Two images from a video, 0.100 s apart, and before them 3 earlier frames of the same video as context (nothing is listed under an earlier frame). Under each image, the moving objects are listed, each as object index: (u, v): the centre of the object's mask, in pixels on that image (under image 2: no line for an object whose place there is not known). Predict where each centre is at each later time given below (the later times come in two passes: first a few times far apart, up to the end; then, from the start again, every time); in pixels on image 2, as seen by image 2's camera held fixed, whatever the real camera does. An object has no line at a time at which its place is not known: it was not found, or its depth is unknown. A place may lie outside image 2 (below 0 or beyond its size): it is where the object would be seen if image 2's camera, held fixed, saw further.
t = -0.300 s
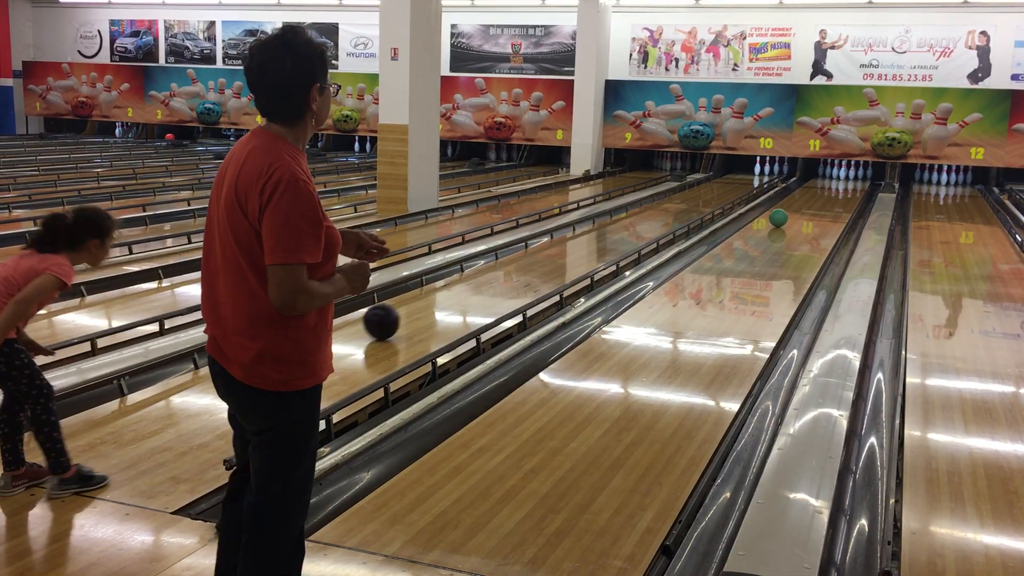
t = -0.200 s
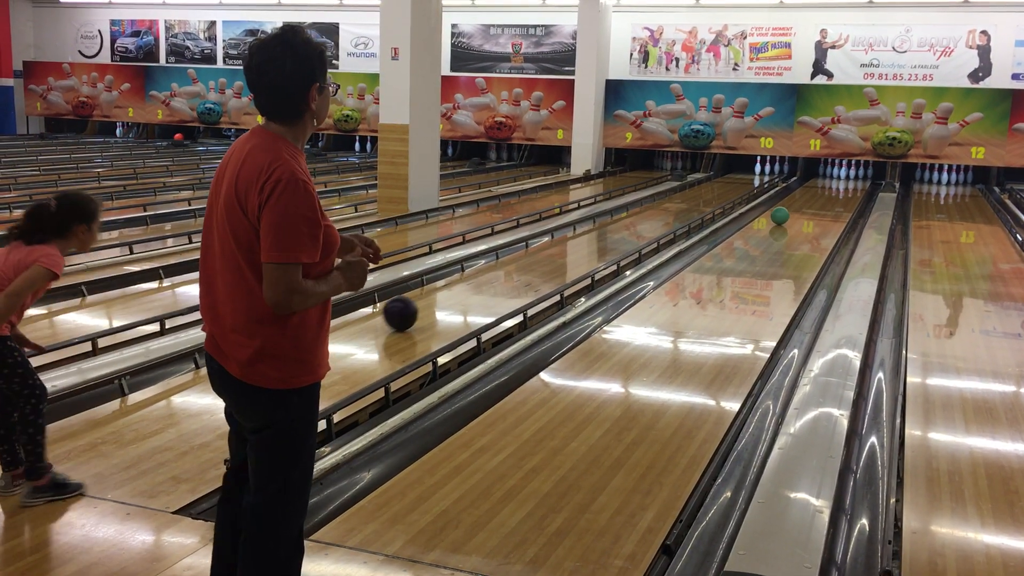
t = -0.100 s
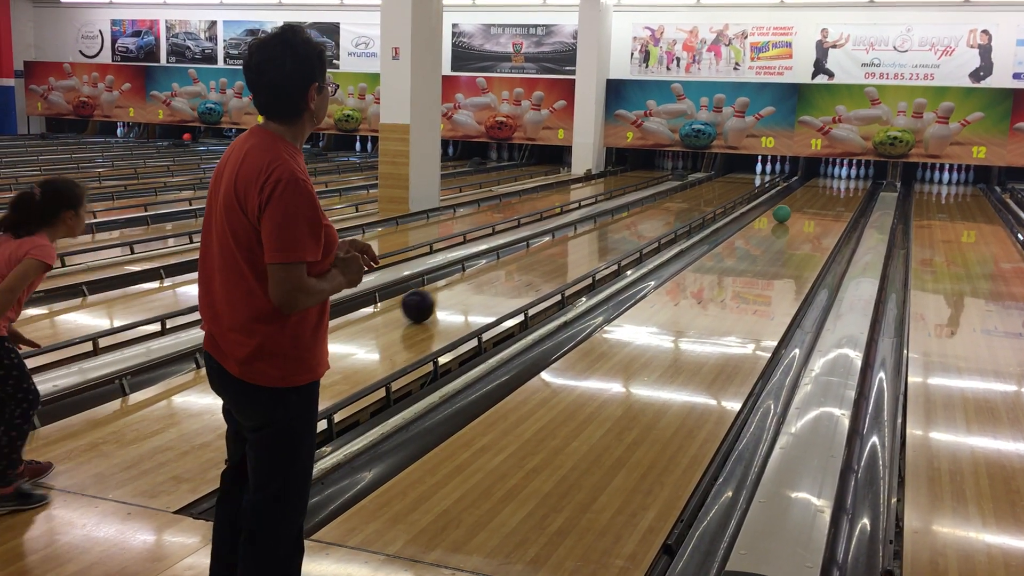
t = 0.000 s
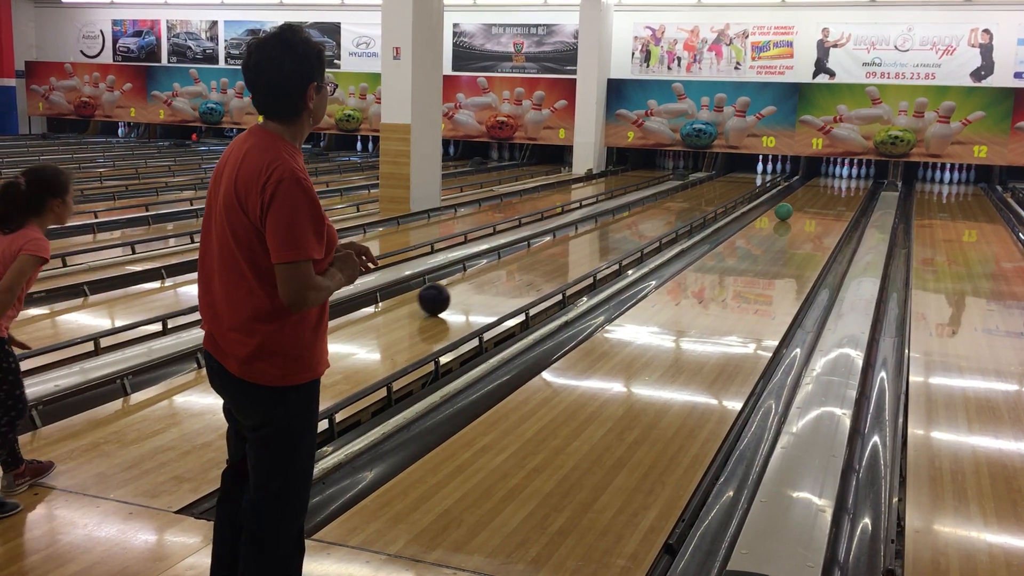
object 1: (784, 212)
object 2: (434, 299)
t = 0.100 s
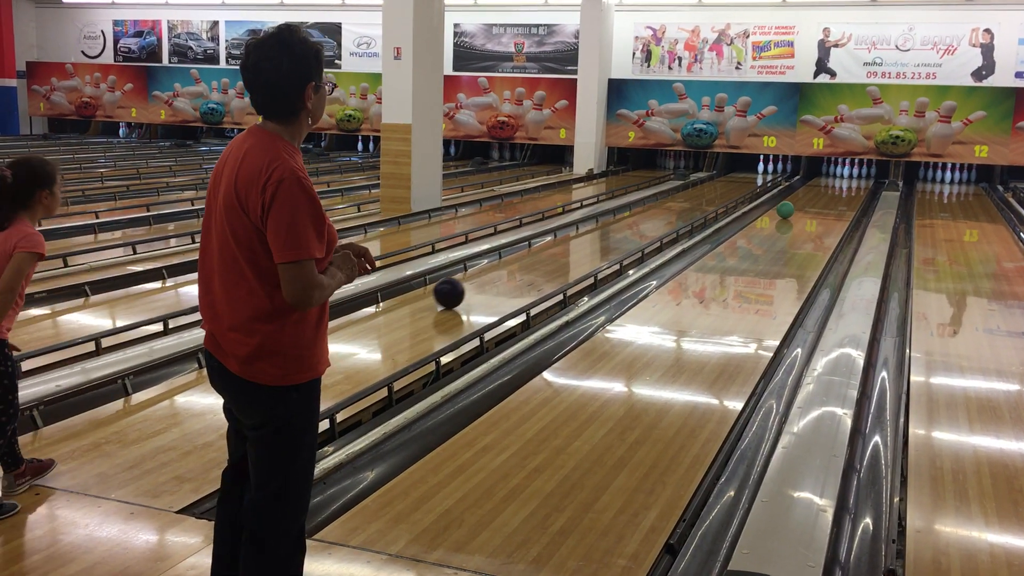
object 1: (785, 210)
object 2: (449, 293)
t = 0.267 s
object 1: (786, 208)
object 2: (470, 284)
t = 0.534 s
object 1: (788, 204)
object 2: (498, 271)
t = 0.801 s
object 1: (790, 200)
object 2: (522, 261)
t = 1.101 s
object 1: (791, 196)
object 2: (546, 251)
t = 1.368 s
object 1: (793, 194)
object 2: (564, 244)
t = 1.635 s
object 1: (794, 190)
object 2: (580, 236)
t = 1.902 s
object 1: (795, 188)
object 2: (596, 230)
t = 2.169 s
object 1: (797, 185)
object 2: (609, 224)
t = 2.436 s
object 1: (797, 183)
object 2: (622, 219)
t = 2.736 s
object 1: (794, 185)
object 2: (635, 214)
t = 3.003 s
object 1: (797, 183)
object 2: (646, 210)
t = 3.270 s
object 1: (799, 182)
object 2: (657, 206)
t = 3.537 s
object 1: (803, 181)
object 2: (668, 202)
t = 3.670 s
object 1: (808, 180)
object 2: (677, 200)
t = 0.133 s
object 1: (785, 210)
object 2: (453, 291)
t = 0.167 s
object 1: (786, 209)
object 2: (458, 289)
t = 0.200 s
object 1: (786, 208)
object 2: (462, 287)
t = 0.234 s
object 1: (786, 208)
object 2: (466, 285)
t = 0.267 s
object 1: (786, 208)
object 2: (470, 284)
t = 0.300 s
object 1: (787, 207)
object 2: (474, 282)
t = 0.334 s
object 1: (787, 207)
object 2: (478, 281)
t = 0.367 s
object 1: (787, 206)
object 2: (481, 279)
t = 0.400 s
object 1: (787, 206)
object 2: (485, 277)
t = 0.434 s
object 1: (787, 205)
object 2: (489, 276)
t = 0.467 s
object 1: (788, 204)
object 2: (492, 274)
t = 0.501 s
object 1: (788, 204)
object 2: (495, 273)
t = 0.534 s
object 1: (788, 204)
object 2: (498, 271)
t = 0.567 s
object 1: (788, 203)
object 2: (502, 270)
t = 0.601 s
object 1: (788, 203)
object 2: (505, 269)
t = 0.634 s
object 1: (788, 202)
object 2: (508, 268)
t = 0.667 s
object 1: (789, 202)
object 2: (511, 266)
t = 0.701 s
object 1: (789, 201)
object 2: (514, 265)
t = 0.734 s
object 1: (789, 201)
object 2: (517, 264)
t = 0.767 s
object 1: (789, 201)
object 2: (520, 263)
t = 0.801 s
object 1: (790, 200)
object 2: (522, 261)
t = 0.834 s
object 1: (790, 200)
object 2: (525, 260)
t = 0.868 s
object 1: (790, 199)
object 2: (528, 259)
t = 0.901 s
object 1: (790, 199)
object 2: (531, 258)
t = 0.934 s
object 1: (790, 198)
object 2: (533, 257)
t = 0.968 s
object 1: (790, 198)
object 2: (536, 256)
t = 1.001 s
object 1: (791, 197)
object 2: (538, 255)
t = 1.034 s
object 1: (791, 197)
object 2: (540, 253)
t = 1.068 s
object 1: (791, 197)
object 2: (543, 252)
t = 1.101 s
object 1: (791, 196)
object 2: (546, 251)
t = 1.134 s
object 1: (791, 196)
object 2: (548, 250)
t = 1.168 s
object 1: (792, 196)
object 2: (550, 249)
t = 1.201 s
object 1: (792, 195)
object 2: (553, 248)
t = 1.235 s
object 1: (792, 195)
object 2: (555, 247)
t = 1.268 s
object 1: (792, 195)
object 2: (557, 246)
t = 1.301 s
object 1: (792, 194)
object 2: (560, 245)
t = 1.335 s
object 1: (793, 194)
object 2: (562, 244)
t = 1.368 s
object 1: (793, 194)
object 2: (564, 244)
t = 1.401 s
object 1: (793, 193)
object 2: (566, 243)
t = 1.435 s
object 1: (793, 193)
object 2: (568, 242)
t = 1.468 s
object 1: (793, 193)
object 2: (570, 241)
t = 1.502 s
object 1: (793, 192)
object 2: (573, 240)
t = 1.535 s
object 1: (793, 192)
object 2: (574, 239)
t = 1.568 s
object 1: (793, 192)
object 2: (576, 238)
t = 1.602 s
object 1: (794, 191)
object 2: (578, 237)
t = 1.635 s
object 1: (794, 190)
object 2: (580, 236)
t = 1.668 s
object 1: (794, 190)
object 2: (582, 236)
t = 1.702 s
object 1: (794, 190)
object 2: (584, 235)
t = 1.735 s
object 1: (794, 190)
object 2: (586, 234)
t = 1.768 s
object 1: (795, 189)
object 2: (588, 233)
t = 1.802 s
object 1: (795, 189)
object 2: (590, 232)
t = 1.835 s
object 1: (795, 189)
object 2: (592, 232)
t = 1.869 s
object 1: (795, 189)
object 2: (594, 231)
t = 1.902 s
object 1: (795, 188)
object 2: (596, 230)
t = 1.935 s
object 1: (795, 188)
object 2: (597, 229)
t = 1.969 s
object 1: (795, 187)
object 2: (599, 228)
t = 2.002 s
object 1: (795, 187)
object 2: (601, 228)
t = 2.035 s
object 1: (796, 187)
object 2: (603, 227)
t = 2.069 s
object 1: (796, 186)
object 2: (604, 226)
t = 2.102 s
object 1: (796, 186)
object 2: (606, 226)
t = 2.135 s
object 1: (796, 186)
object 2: (607, 225)
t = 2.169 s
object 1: (797, 185)
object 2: (609, 224)
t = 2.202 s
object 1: (797, 185)
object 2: (611, 224)
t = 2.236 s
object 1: (797, 185)
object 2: (613, 223)
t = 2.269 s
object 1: (797, 185)
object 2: (614, 222)
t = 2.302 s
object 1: (797, 184)
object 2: (616, 222)
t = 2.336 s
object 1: (797, 184)
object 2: (618, 221)
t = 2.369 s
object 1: (797, 184)
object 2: (619, 220)
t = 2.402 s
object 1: (797, 184)
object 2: (621, 220)
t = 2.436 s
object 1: (797, 183)
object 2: (622, 219)
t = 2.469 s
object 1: (796, 183)
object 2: (624, 218)
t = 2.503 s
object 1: (796, 183)
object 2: (625, 218)
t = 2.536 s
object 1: (795, 184)
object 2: (627, 218)
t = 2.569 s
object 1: (794, 185)
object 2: (628, 217)
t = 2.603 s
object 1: (794, 185)
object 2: (630, 216)
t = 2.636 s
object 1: (793, 186)
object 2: (631, 216)
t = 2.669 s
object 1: (794, 185)
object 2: (633, 215)
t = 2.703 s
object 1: (794, 185)
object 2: (634, 214)
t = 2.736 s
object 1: (794, 185)
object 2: (635, 214)
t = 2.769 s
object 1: (794, 185)
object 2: (637, 213)
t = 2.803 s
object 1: (795, 185)
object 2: (638, 213)
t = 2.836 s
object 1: (795, 185)
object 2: (639, 212)
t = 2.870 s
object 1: (795, 184)
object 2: (641, 212)
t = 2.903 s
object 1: (795, 184)
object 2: (642, 211)
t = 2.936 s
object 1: (795, 184)
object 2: (644, 211)
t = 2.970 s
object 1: (796, 184)
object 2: (645, 210)
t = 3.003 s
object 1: (797, 183)
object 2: (646, 210)
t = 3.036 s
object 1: (797, 183)
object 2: (648, 209)
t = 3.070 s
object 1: (797, 183)
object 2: (649, 209)
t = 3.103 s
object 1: (798, 183)
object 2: (650, 208)
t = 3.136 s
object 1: (798, 183)
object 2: (652, 208)
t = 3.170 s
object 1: (798, 183)
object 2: (653, 207)
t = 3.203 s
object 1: (798, 183)
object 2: (654, 207)
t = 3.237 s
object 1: (799, 183)
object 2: (656, 206)
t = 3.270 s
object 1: (799, 182)
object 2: (657, 206)
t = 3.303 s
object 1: (799, 182)
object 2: (658, 205)
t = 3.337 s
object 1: (799, 182)
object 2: (660, 205)
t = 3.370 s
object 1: (800, 182)
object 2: (661, 204)
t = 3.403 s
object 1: (801, 182)
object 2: (662, 204)
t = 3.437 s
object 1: (801, 182)
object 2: (663, 203)
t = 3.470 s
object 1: (802, 181)
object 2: (666, 202)
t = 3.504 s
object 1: (803, 181)
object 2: (667, 202)
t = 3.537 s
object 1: (803, 181)
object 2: (668, 202)
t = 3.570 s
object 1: (804, 181)
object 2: (670, 201)
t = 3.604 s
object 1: (805, 181)
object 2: (672, 201)
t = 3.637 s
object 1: (807, 180)
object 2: (674, 200)
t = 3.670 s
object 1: (808, 180)
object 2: (677, 200)
